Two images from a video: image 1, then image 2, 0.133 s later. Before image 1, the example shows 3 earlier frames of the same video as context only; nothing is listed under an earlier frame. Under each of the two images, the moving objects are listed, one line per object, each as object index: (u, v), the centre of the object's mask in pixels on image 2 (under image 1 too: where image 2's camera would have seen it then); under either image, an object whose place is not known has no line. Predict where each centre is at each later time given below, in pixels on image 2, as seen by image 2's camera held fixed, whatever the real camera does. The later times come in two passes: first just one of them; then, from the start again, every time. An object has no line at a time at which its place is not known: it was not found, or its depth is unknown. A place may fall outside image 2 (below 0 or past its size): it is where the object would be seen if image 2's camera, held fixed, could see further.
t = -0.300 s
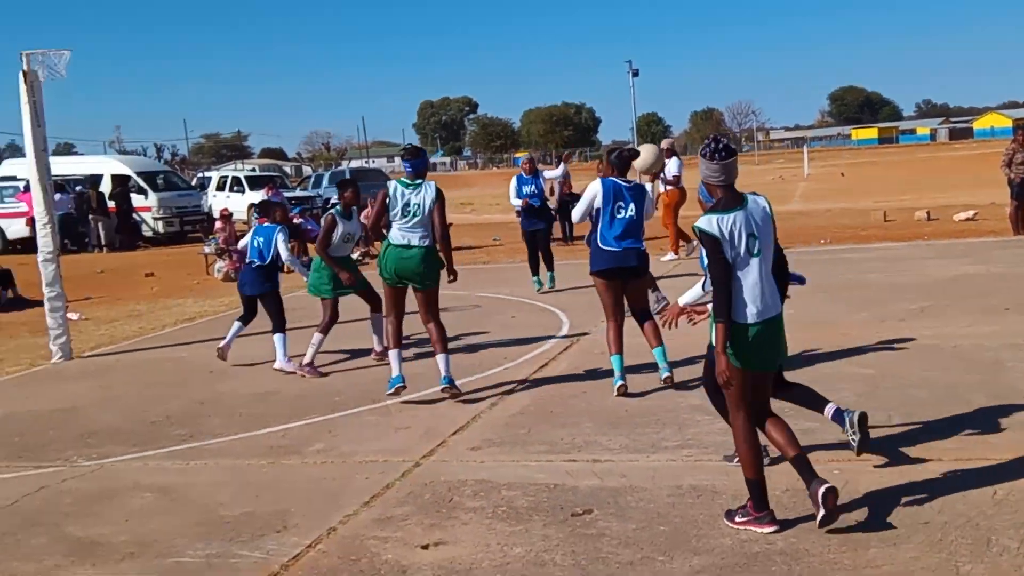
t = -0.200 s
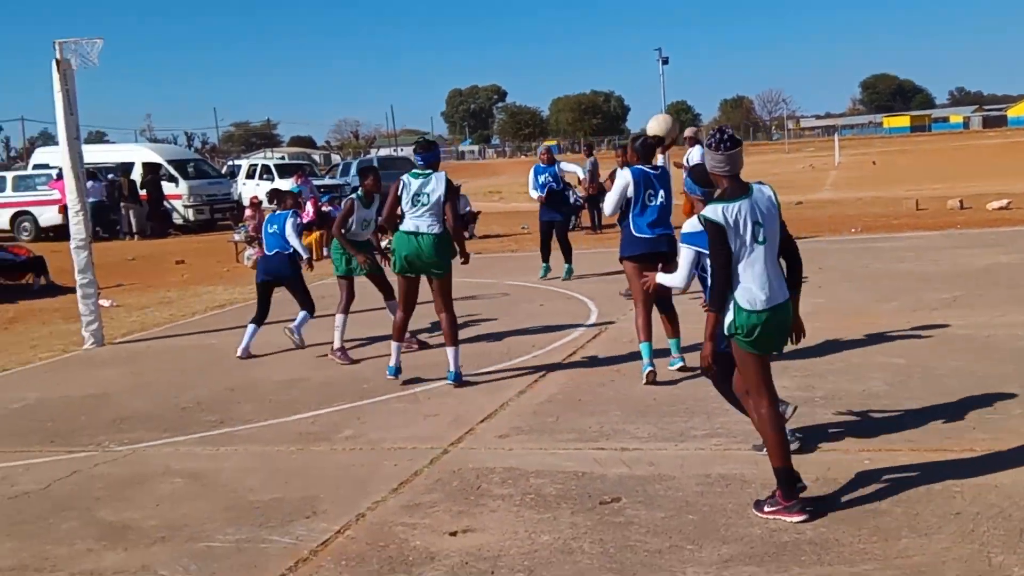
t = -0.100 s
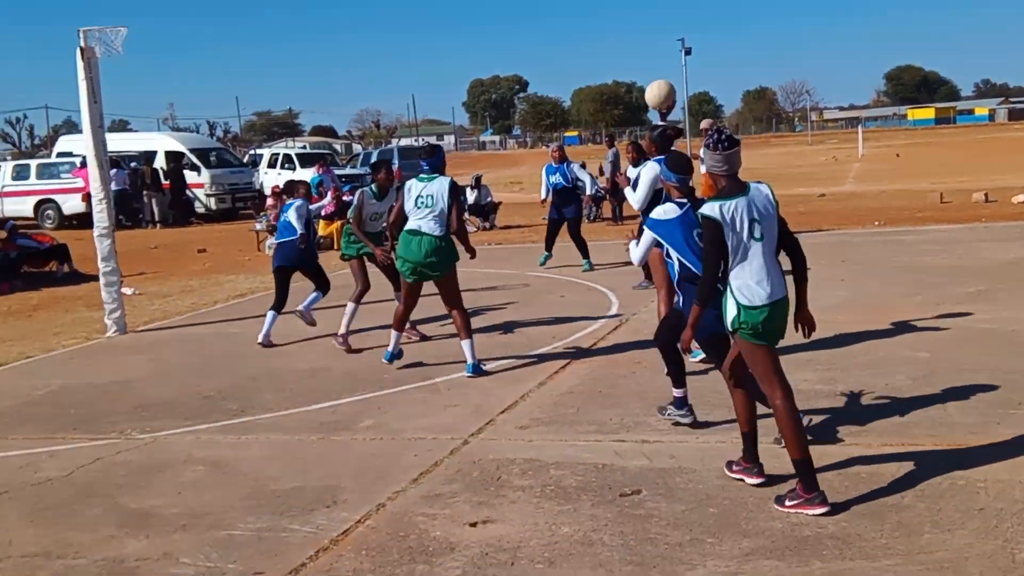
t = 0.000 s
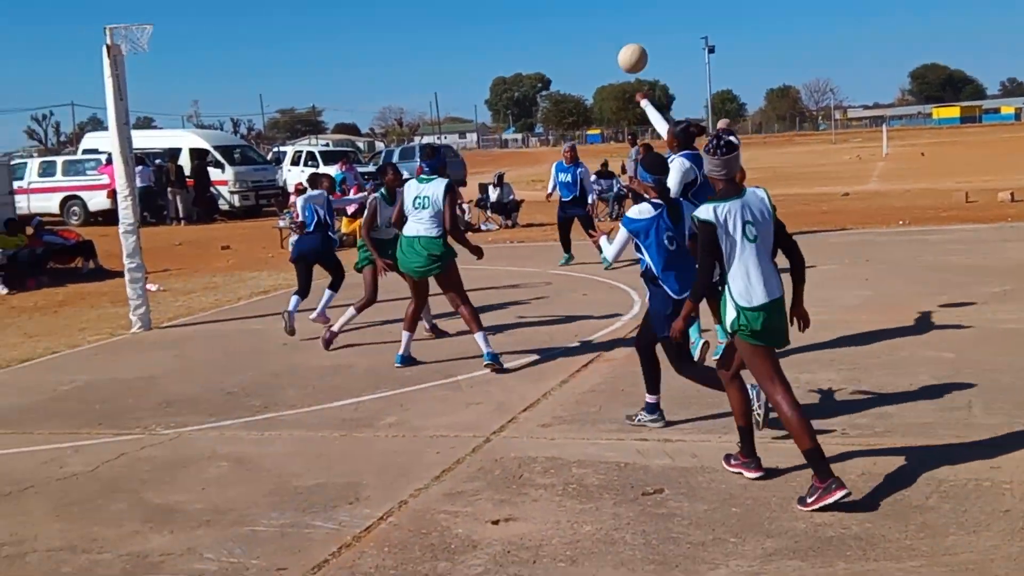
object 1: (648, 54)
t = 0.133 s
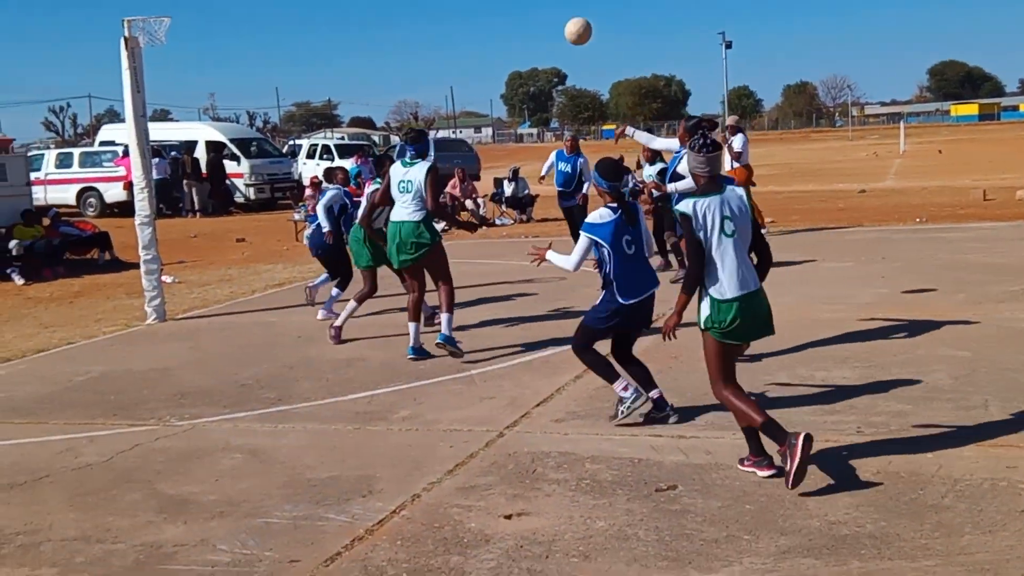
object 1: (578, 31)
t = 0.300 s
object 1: (506, 35)
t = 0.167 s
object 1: (562, 29)
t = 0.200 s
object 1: (547, 28)
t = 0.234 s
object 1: (533, 29)
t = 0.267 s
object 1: (519, 31)
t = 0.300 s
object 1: (506, 35)
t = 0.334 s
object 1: (493, 39)
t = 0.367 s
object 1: (481, 45)
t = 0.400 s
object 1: (469, 50)
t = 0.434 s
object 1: (458, 58)
